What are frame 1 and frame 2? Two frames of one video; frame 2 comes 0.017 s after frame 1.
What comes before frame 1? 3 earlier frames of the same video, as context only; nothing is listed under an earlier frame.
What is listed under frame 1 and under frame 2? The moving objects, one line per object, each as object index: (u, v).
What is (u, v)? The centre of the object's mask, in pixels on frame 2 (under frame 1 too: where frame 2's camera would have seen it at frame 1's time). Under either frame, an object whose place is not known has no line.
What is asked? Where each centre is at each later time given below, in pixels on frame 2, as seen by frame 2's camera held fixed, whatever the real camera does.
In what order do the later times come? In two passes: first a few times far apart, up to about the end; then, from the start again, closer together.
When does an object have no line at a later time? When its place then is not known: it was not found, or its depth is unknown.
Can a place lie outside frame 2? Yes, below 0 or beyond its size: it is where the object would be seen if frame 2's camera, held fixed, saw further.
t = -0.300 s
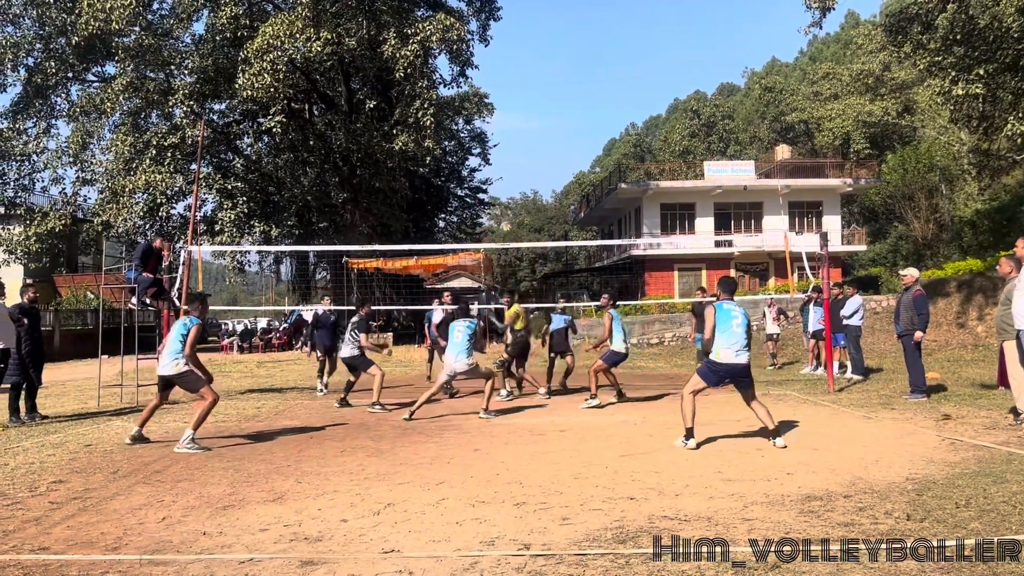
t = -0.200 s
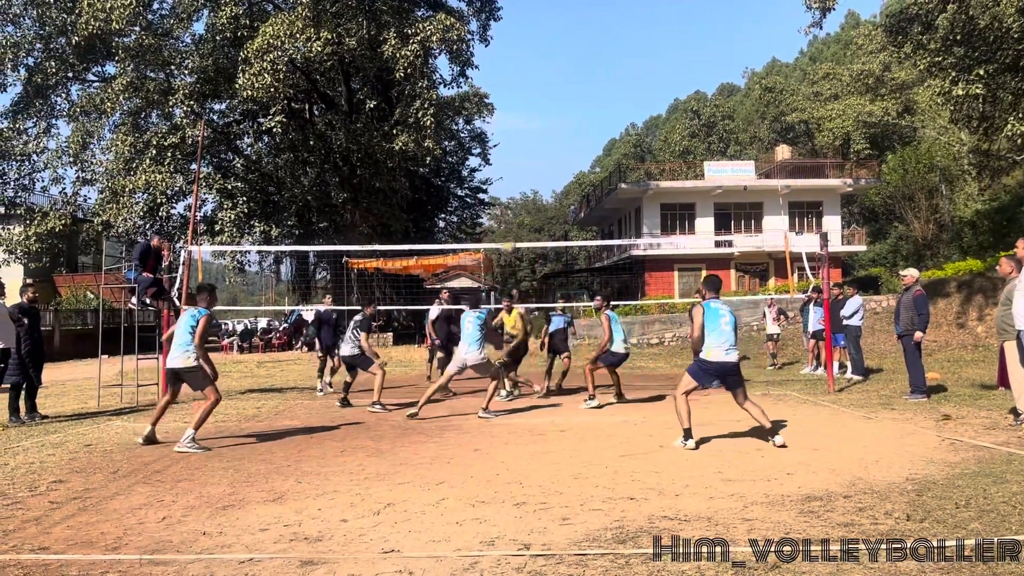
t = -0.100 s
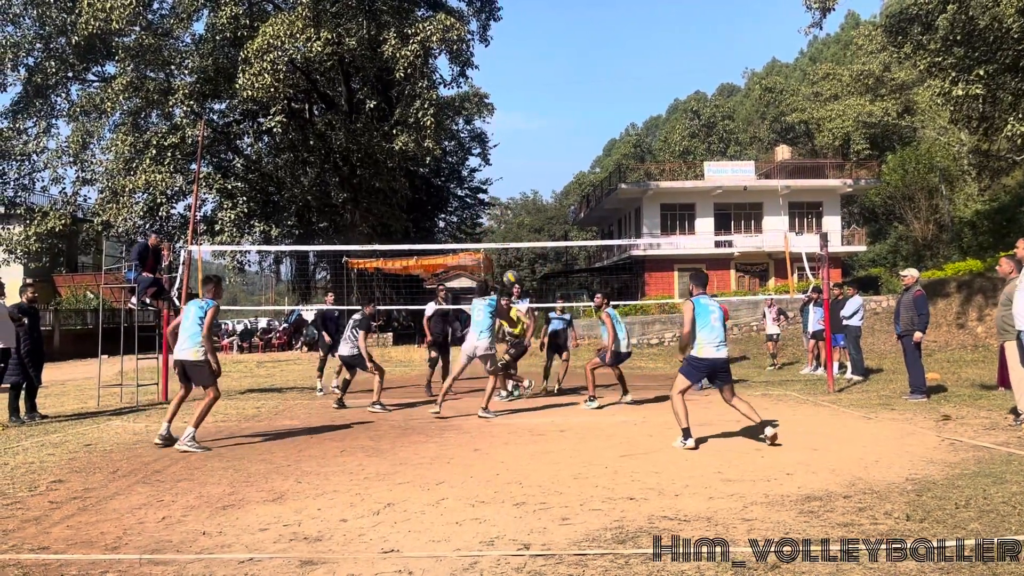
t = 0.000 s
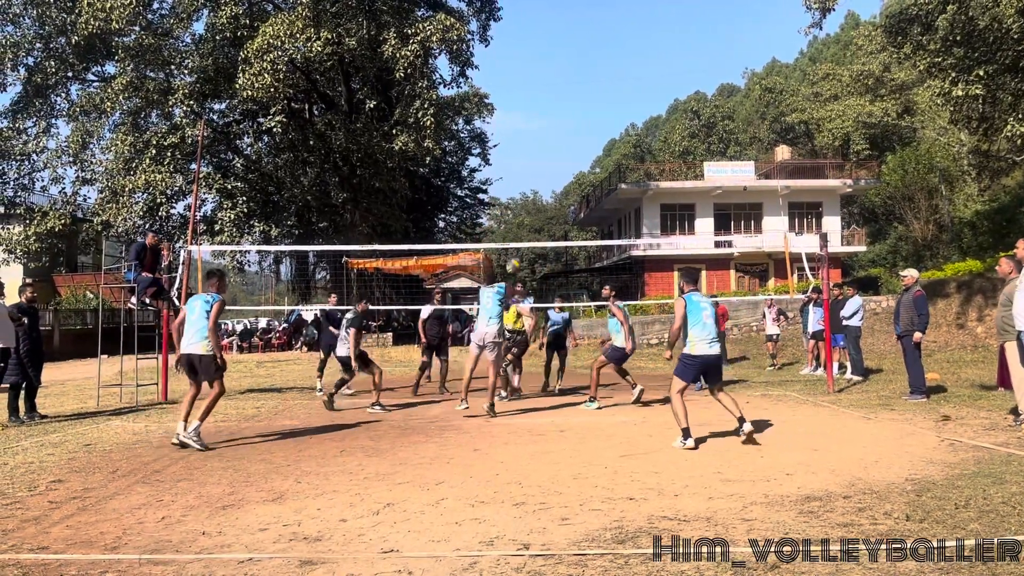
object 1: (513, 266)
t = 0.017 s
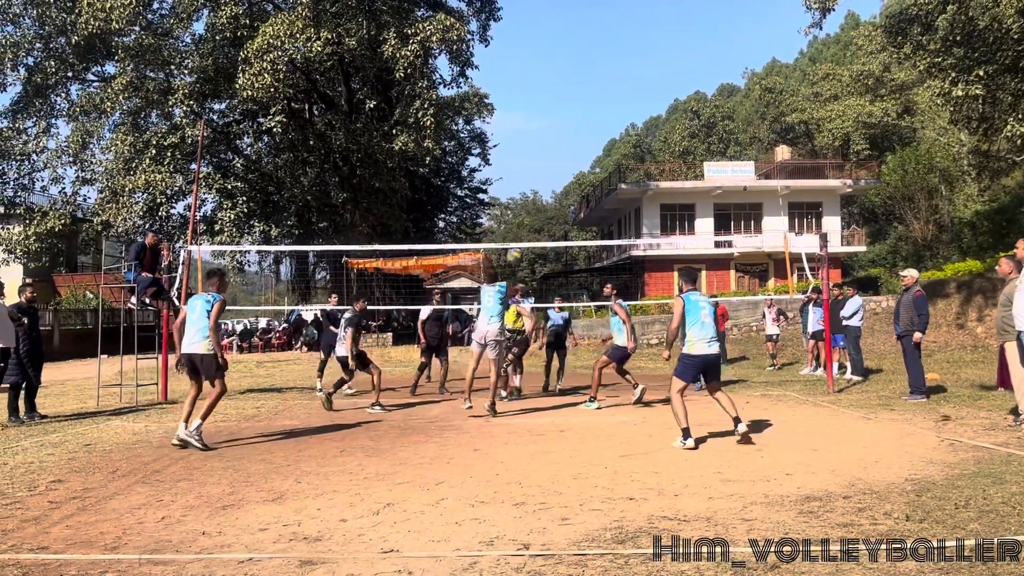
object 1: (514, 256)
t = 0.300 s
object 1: (524, 130)
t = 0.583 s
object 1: (534, 70)
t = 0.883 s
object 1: (544, 71)
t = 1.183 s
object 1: (555, 130)
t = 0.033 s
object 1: (515, 245)
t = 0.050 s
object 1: (515, 237)
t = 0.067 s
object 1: (515, 229)
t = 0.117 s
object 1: (518, 203)
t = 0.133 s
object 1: (519, 195)
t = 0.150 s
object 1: (519, 188)
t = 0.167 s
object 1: (519, 181)
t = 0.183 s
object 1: (520, 173)
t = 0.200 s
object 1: (520, 167)
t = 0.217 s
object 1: (521, 160)
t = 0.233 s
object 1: (522, 153)
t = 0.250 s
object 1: (522, 147)
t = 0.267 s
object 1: (523, 141)
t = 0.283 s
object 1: (524, 135)
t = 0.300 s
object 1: (524, 130)
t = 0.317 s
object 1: (525, 125)
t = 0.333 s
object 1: (525, 120)
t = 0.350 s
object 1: (526, 115)
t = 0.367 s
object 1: (526, 110)
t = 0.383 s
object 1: (526, 106)
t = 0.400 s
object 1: (527, 102)
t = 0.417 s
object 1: (528, 98)
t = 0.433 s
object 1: (529, 94)
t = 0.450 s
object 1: (529, 91)
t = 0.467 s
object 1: (530, 88)
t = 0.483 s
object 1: (531, 85)
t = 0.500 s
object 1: (531, 82)
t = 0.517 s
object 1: (531, 79)
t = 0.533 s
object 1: (532, 77)
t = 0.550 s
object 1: (533, 74)
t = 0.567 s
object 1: (533, 72)
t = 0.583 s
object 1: (534, 70)
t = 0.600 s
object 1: (534, 69)
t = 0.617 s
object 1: (535, 68)
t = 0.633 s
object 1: (536, 66)
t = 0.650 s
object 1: (536, 65)
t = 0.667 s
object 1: (537, 64)
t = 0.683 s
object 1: (537, 64)
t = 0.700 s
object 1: (538, 63)
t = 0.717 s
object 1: (539, 63)
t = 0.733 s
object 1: (539, 63)
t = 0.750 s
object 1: (540, 63)
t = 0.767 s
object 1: (540, 63)
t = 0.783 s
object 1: (541, 64)
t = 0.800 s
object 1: (541, 64)
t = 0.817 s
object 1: (542, 65)
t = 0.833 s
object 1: (542, 66)
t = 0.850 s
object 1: (543, 68)
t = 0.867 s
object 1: (544, 69)
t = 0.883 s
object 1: (544, 71)
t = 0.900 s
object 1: (545, 73)
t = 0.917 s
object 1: (545, 75)
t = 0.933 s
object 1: (546, 77)
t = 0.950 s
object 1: (546, 79)
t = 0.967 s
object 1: (547, 82)
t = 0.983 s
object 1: (548, 84)
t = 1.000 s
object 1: (548, 87)
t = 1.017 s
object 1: (549, 90)
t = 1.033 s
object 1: (549, 94)
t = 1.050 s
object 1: (550, 97)
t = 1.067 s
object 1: (551, 101)
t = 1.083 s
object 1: (552, 104)
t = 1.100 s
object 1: (552, 108)
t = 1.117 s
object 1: (553, 112)
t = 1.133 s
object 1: (553, 117)
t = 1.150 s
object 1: (554, 121)
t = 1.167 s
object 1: (554, 126)
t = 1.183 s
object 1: (555, 130)
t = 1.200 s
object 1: (556, 135)
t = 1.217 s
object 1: (556, 141)
